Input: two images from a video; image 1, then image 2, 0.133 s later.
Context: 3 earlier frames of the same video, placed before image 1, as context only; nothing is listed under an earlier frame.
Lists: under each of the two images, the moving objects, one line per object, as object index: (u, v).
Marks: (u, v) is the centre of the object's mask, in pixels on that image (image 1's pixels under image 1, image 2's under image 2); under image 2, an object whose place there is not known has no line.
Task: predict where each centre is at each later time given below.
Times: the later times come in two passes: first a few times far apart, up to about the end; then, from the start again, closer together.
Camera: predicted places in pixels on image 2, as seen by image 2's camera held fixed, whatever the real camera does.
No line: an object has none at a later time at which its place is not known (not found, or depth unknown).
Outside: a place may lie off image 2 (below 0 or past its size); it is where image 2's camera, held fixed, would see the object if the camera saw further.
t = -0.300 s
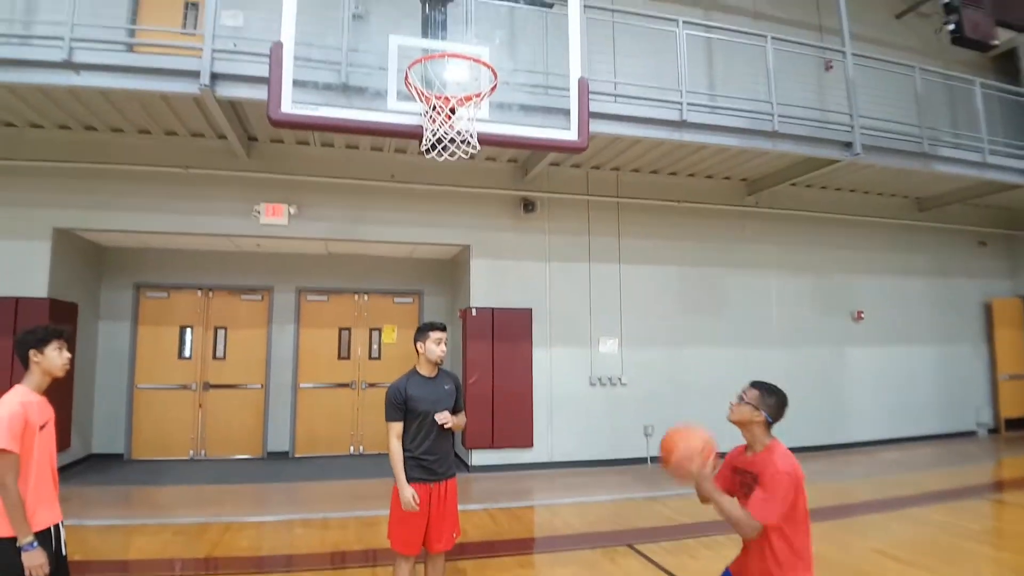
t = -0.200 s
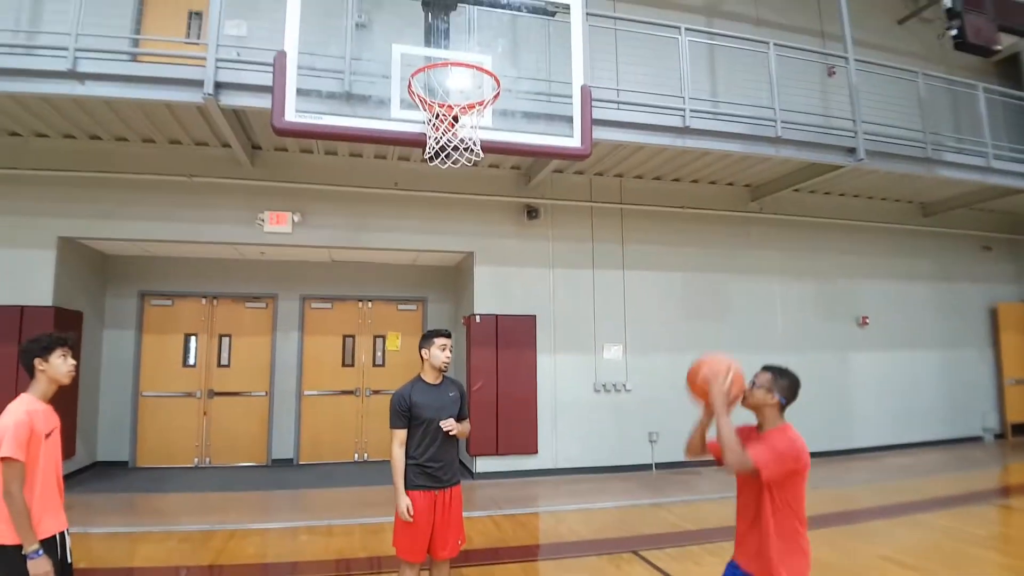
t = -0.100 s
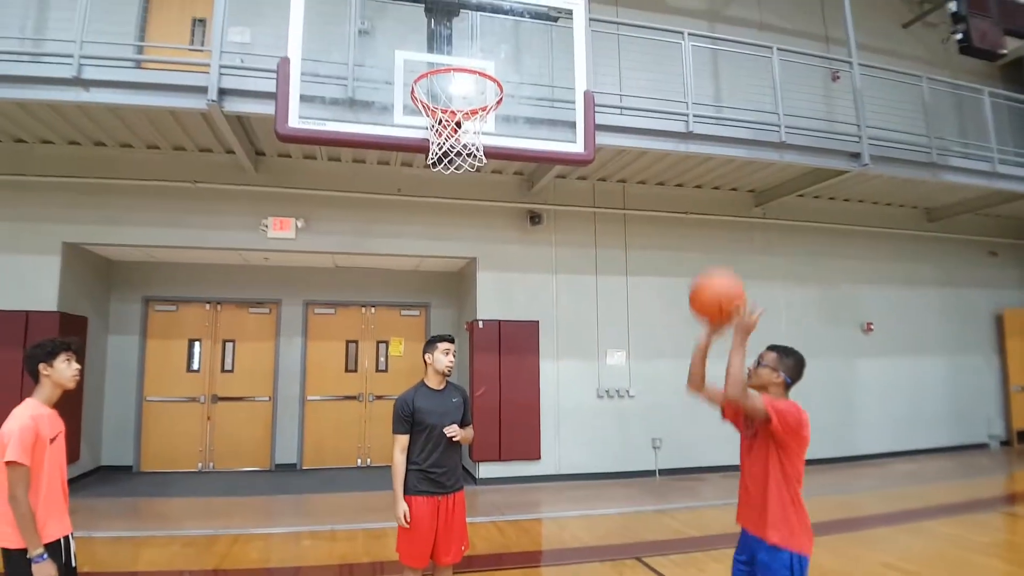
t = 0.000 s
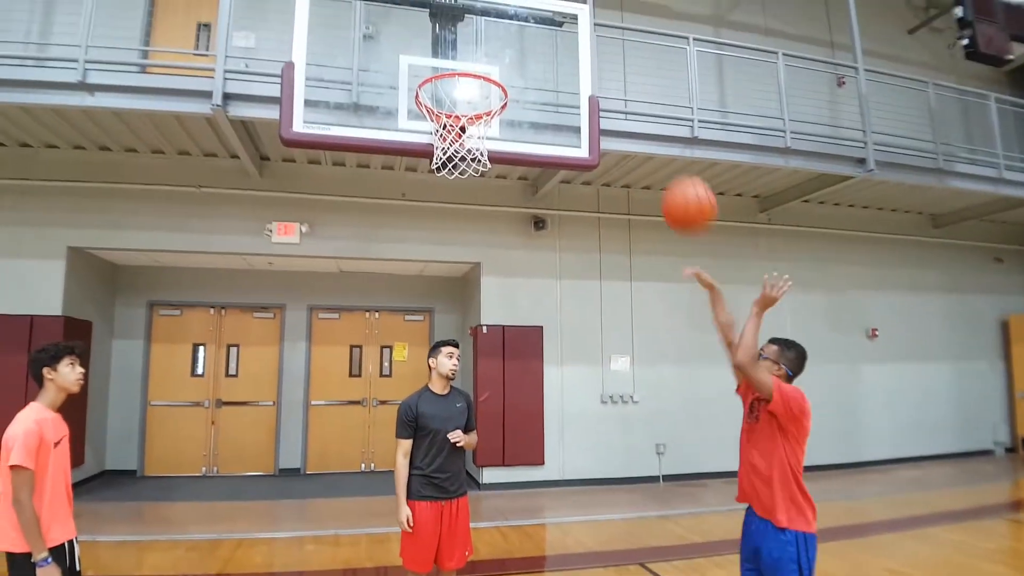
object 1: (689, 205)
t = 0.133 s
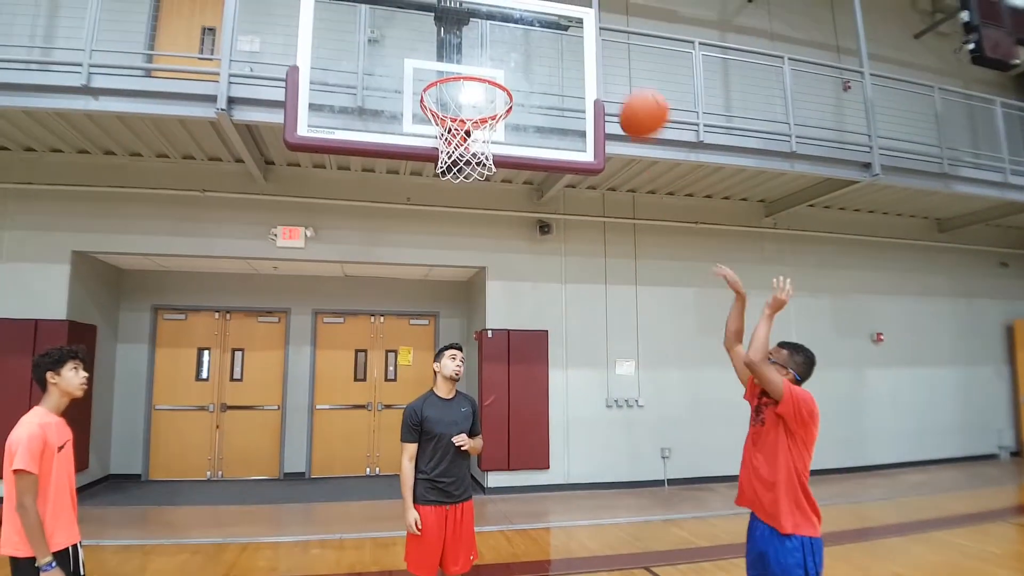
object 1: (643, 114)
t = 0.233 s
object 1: (609, 69)
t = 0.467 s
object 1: (534, 35)
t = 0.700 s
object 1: (465, 99)
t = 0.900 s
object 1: (420, 210)
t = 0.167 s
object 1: (632, 96)
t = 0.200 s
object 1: (620, 81)
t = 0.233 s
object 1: (609, 69)
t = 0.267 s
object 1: (597, 58)
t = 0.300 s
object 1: (585, 50)
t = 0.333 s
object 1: (574, 42)
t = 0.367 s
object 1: (564, 38)
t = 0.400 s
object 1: (553, 35)
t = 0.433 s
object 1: (543, 34)
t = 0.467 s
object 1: (534, 35)
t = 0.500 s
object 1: (524, 38)
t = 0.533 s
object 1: (514, 42)
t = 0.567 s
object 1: (505, 49)
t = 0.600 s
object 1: (495, 58)
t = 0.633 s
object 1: (486, 64)
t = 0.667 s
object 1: (476, 82)
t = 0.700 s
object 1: (465, 99)
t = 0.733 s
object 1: (456, 116)
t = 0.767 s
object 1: (446, 133)
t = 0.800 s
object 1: (438, 152)
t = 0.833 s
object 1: (431, 169)
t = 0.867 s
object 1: (425, 186)
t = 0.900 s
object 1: (420, 210)
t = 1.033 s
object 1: (393, 319)
